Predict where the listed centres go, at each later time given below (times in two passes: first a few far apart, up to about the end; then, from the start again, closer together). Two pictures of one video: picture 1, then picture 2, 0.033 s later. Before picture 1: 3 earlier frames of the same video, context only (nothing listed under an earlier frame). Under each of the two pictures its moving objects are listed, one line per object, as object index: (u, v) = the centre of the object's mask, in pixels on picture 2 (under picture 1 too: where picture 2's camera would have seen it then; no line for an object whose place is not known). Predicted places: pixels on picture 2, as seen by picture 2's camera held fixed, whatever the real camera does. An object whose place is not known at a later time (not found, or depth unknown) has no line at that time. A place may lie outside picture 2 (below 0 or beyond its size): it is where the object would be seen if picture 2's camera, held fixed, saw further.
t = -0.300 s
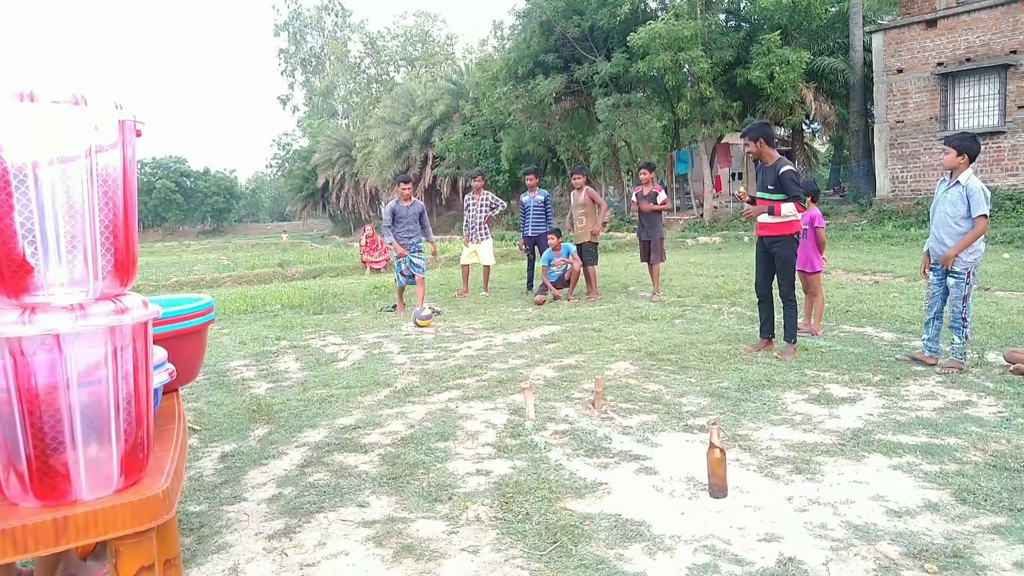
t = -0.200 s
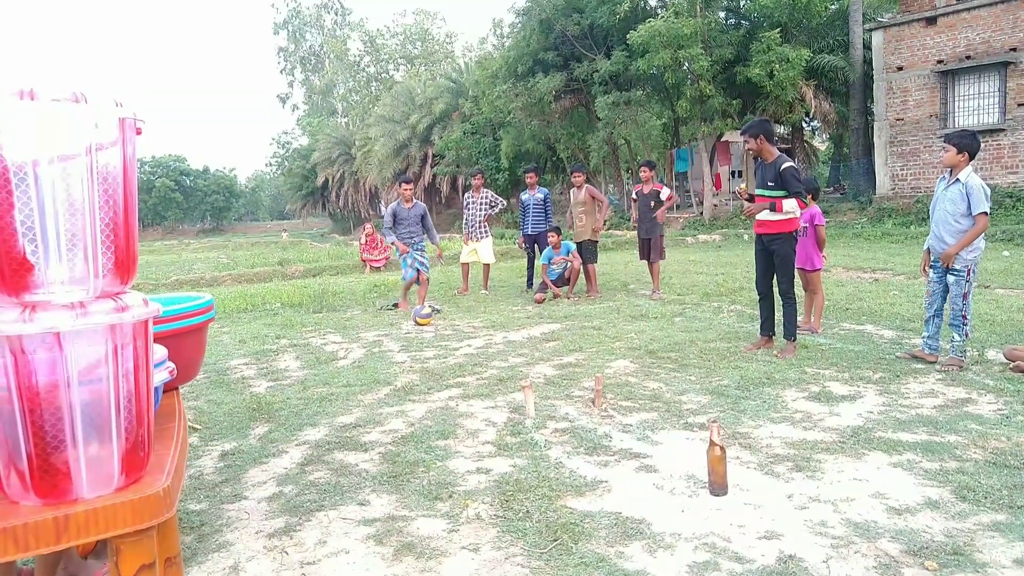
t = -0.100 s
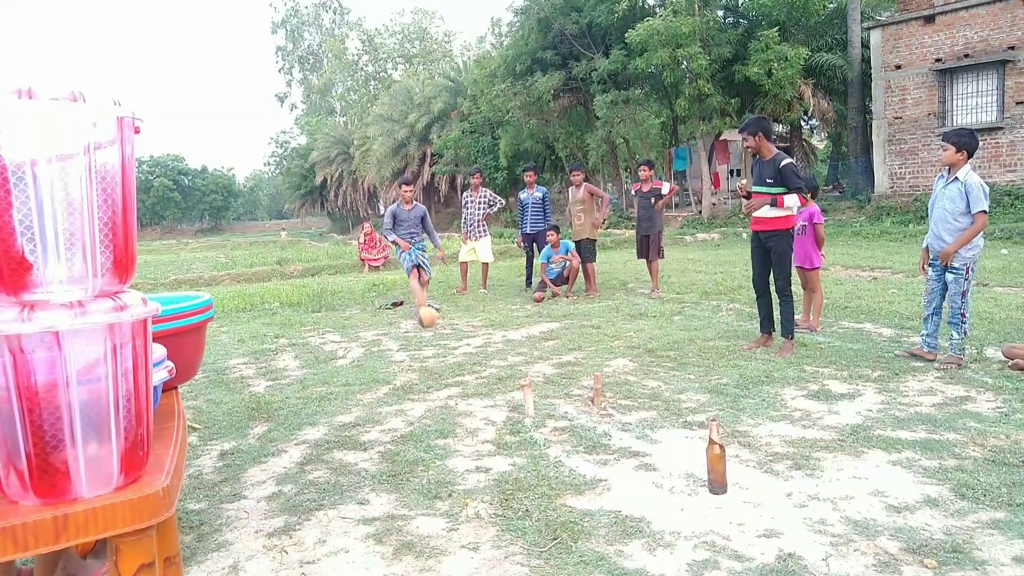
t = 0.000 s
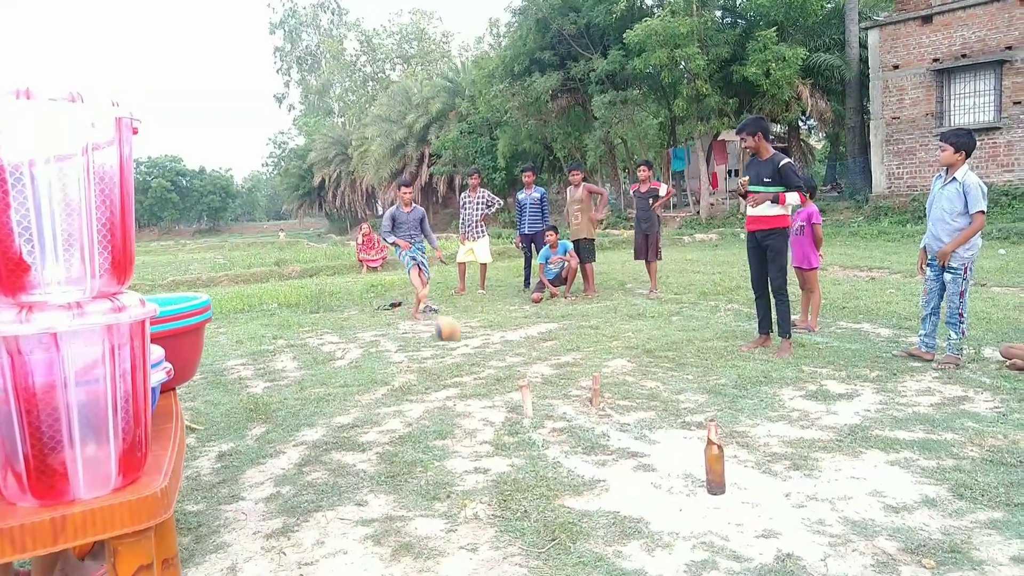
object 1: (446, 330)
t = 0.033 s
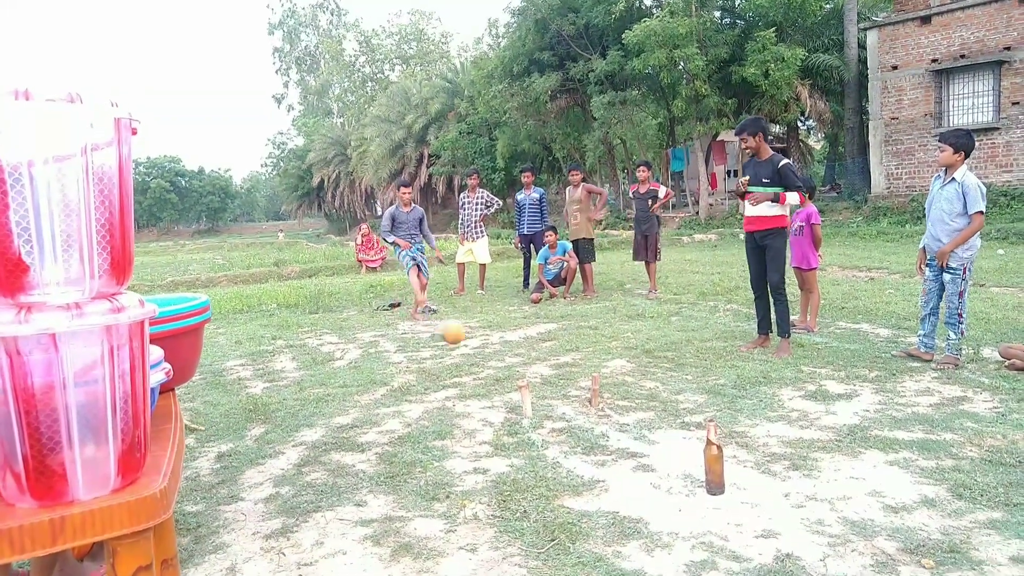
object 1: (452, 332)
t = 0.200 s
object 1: (496, 357)
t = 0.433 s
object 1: (586, 383)
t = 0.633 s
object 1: (700, 403)
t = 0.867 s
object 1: (795, 429)
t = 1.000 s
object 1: (906, 560)
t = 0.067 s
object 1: (461, 334)
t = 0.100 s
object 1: (467, 336)
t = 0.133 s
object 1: (476, 344)
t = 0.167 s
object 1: (486, 351)
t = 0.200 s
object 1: (496, 357)
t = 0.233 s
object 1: (507, 361)
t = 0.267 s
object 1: (517, 364)
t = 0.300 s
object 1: (529, 369)
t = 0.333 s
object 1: (542, 380)
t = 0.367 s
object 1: (556, 388)
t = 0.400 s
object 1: (568, 385)
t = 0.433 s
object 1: (586, 383)
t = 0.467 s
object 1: (603, 383)
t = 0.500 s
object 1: (620, 384)
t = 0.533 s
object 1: (645, 393)
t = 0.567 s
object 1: (667, 402)
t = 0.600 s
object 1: (691, 411)
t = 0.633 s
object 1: (700, 403)
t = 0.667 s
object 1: (710, 398)
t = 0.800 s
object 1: (759, 400)
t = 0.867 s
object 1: (795, 429)
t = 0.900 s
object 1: (817, 455)
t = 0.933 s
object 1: (845, 493)
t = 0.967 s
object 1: (879, 541)
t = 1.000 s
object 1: (906, 560)
